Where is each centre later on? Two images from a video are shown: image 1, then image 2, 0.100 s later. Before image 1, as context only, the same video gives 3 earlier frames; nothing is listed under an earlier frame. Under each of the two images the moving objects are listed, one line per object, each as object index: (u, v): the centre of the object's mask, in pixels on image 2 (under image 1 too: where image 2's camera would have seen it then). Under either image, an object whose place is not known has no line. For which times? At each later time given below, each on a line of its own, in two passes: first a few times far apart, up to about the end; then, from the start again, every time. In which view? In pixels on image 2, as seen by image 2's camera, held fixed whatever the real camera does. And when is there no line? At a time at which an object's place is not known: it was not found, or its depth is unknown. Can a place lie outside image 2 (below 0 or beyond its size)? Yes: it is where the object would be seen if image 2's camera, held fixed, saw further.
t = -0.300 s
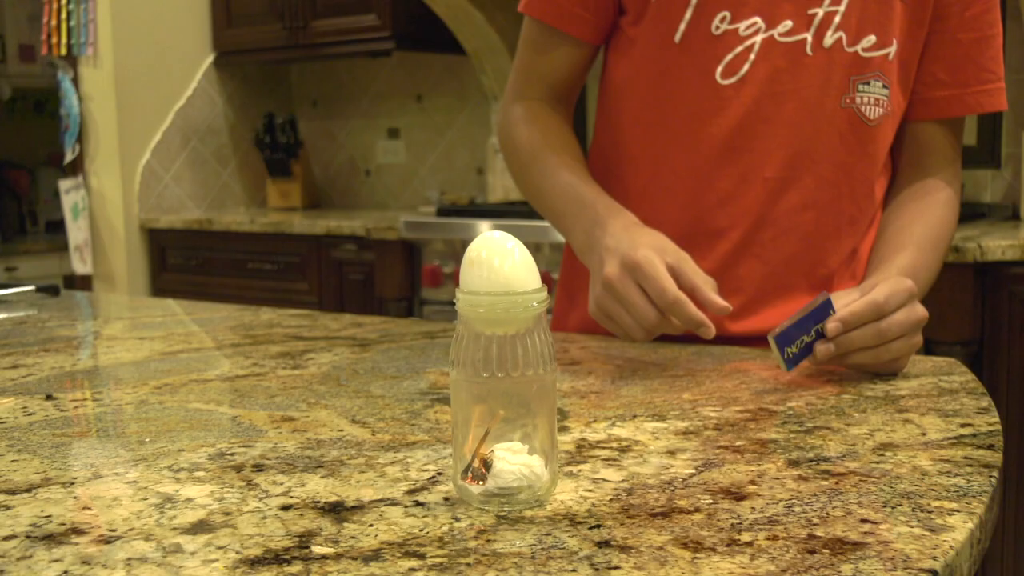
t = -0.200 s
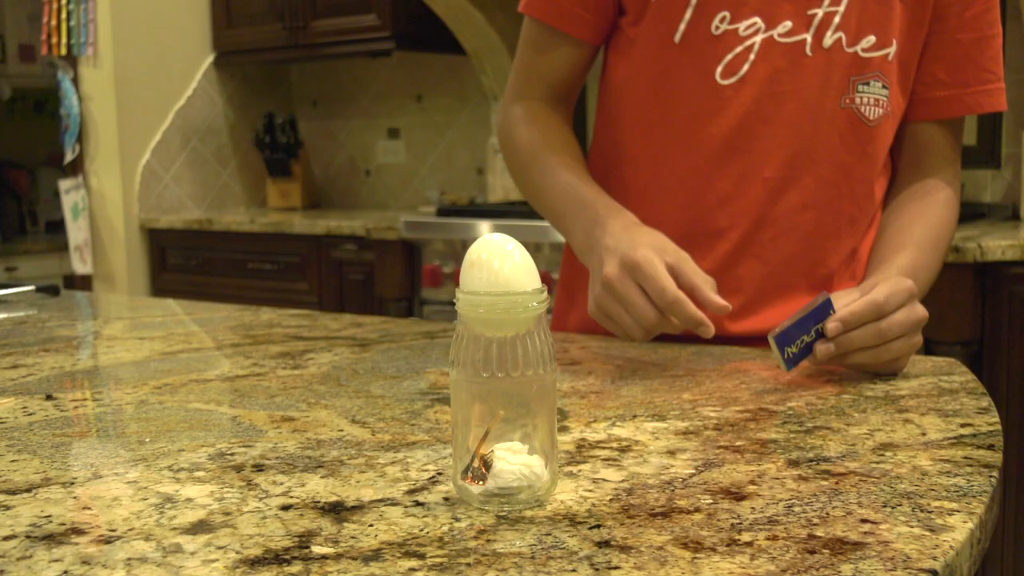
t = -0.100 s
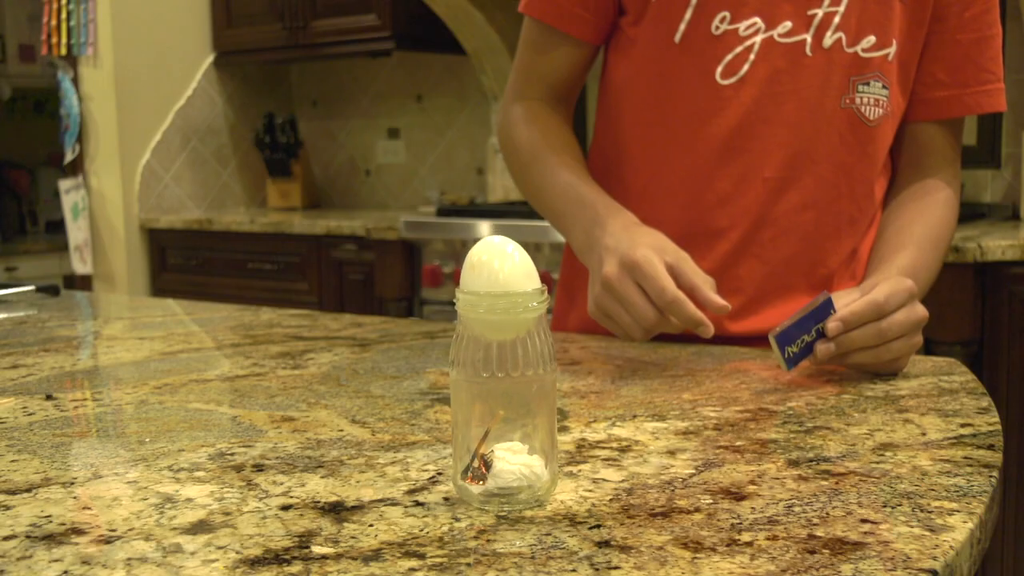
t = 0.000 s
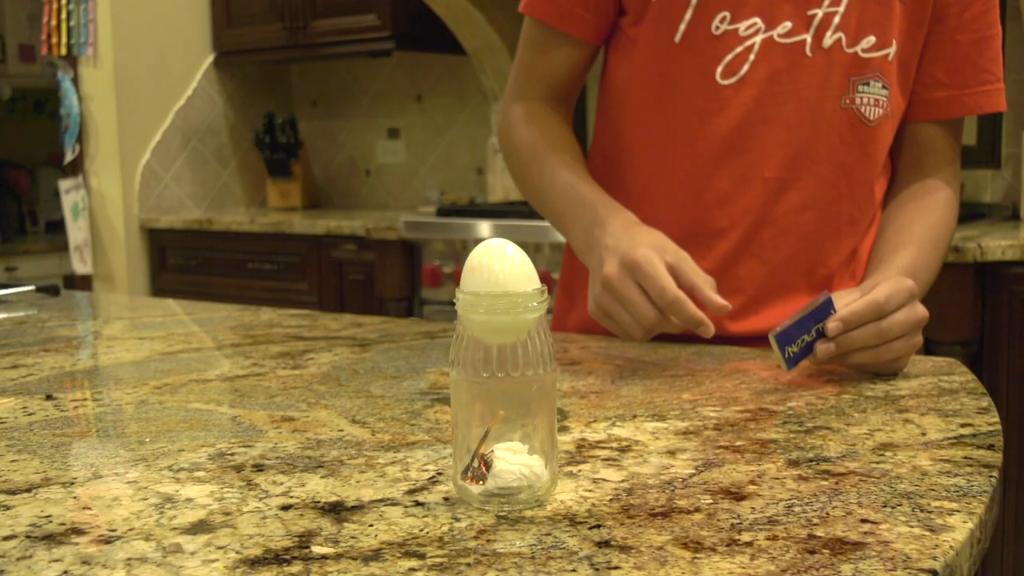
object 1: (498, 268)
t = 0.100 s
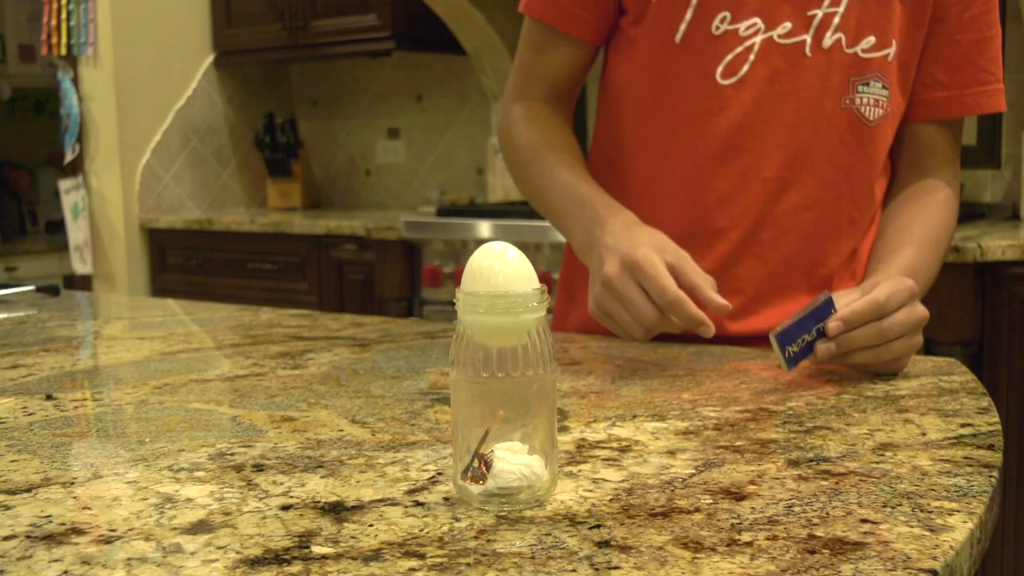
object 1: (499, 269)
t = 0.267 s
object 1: (498, 275)
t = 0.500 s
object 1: (498, 281)
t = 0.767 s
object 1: (498, 285)
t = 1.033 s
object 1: (498, 285)
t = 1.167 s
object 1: (499, 287)
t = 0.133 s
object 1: (499, 270)
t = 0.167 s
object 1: (499, 271)
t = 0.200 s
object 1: (499, 272)
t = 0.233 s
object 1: (499, 274)
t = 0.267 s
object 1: (498, 275)
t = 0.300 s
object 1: (498, 276)
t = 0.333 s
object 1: (498, 277)
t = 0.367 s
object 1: (498, 278)
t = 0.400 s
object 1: (498, 279)
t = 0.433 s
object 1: (498, 279)
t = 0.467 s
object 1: (498, 280)
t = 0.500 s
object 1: (498, 281)
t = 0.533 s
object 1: (498, 281)
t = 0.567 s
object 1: (498, 282)
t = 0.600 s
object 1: (498, 282)
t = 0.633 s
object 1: (497, 283)
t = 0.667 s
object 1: (497, 283)
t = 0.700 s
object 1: (498, 284)
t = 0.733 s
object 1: (497, 284)
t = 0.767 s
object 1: (498, 285)
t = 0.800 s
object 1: (498, 285)
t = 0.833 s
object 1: (498, 285)
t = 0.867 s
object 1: (498, 285)
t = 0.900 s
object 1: (498, 285)
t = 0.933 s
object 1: (498, 285)
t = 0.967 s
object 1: (498, 285)
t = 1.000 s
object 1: (498, 285)
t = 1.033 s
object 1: (498, 285)
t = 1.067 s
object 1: (498, 285)
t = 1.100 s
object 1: (498, 285)
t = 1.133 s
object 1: (498, 286)
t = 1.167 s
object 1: (499, 287)
